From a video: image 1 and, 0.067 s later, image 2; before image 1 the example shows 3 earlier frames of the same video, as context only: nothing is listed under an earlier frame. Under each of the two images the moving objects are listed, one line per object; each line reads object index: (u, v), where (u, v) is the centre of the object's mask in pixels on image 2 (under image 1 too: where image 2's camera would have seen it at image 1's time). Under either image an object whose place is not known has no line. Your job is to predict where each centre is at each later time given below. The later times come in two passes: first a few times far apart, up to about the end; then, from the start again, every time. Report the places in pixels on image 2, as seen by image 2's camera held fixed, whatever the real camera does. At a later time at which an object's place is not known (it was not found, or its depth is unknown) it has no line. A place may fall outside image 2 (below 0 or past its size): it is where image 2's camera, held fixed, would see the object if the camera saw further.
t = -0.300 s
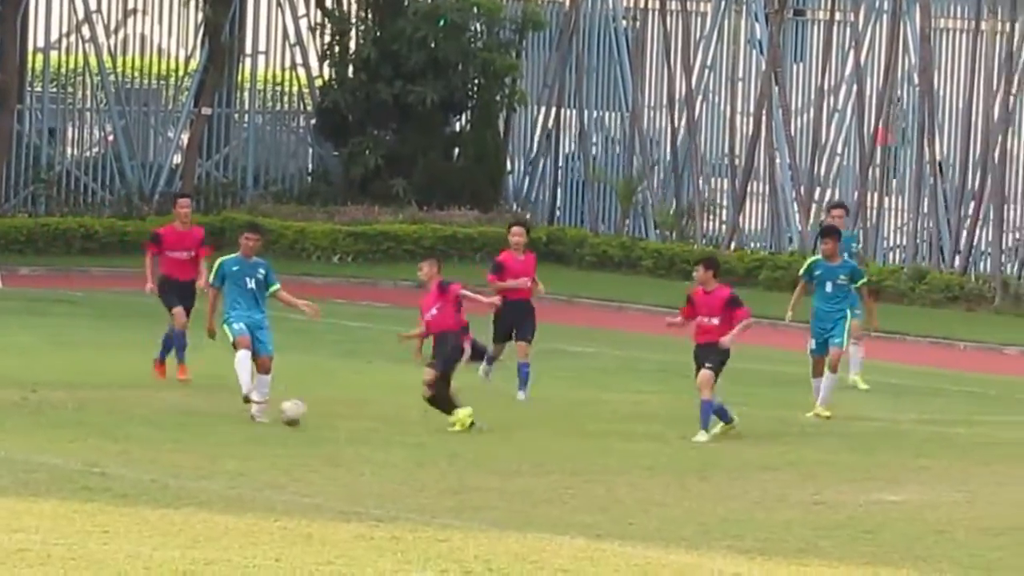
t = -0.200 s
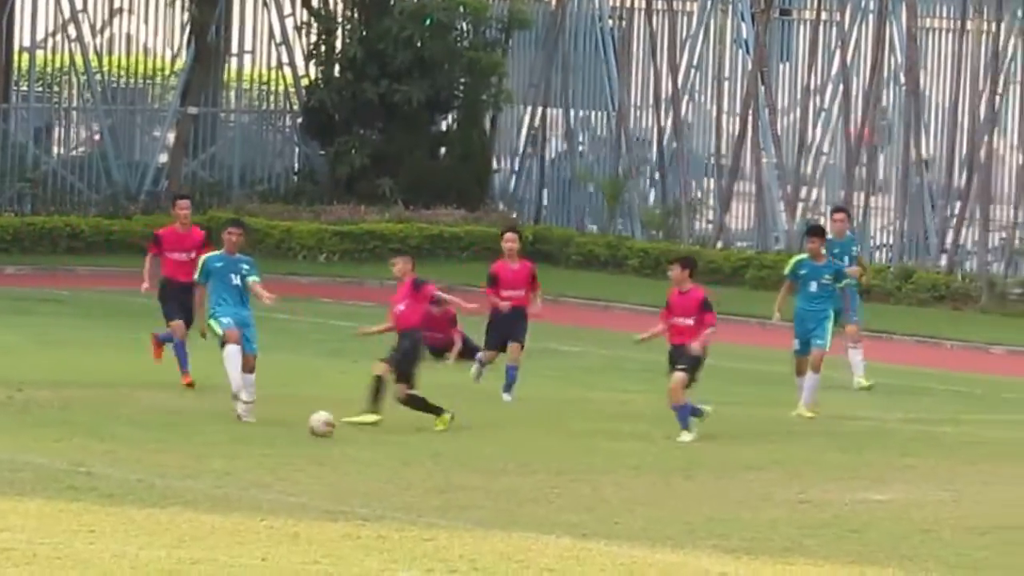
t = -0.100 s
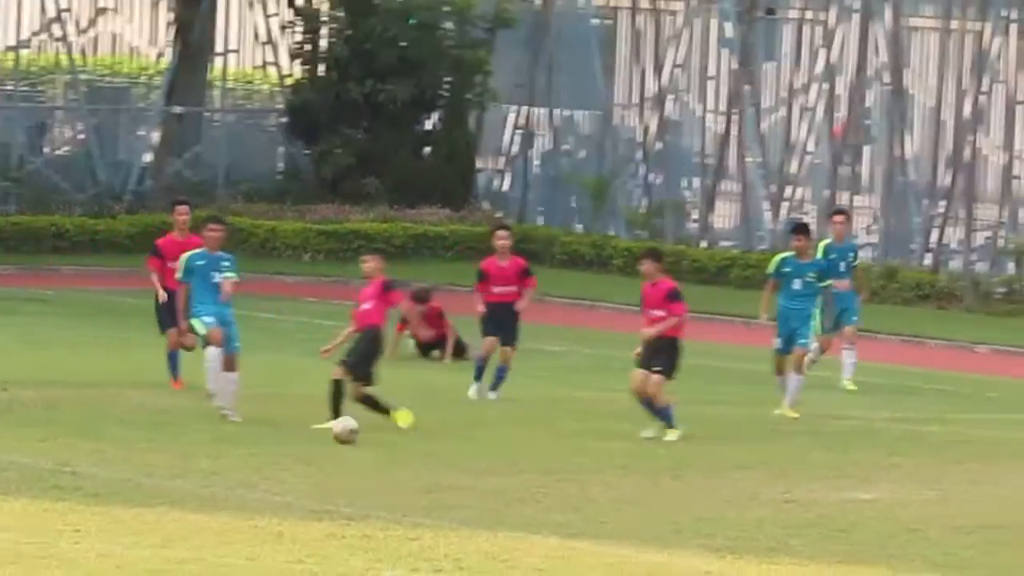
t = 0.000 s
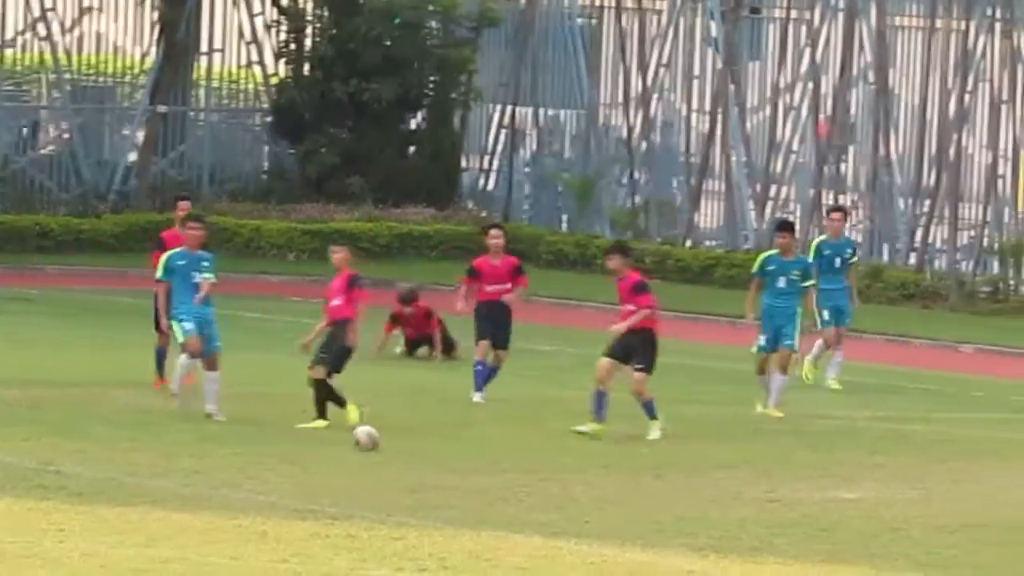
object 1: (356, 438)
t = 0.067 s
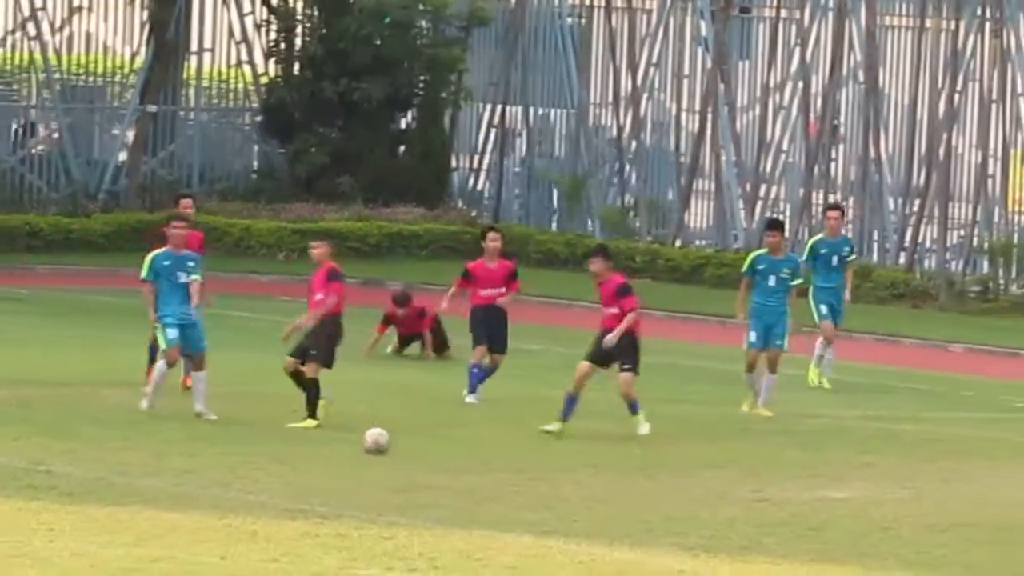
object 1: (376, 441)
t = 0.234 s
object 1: (422, 449)
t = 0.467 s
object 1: (476, 460)
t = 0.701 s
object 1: (524, 472)
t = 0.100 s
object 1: (387, 443)
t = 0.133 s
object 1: (396, 444)
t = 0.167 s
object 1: (405, 446)
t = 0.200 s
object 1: (415, 448)
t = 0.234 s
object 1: (422, 449)
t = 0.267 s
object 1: (431, 450)
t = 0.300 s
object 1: (439, 452)
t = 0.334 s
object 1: (447, 454)
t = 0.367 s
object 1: (454, 455)
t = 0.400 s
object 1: (462, 456)
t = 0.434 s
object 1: (469, 459)
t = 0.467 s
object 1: (476, 460)
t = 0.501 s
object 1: (483, 459)
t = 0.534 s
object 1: (490, 457)
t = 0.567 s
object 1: (497, 458)
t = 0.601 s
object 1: (504, 460)
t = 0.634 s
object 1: (511, 464)
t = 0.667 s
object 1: (517, 469)
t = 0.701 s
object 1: (524, 472)
